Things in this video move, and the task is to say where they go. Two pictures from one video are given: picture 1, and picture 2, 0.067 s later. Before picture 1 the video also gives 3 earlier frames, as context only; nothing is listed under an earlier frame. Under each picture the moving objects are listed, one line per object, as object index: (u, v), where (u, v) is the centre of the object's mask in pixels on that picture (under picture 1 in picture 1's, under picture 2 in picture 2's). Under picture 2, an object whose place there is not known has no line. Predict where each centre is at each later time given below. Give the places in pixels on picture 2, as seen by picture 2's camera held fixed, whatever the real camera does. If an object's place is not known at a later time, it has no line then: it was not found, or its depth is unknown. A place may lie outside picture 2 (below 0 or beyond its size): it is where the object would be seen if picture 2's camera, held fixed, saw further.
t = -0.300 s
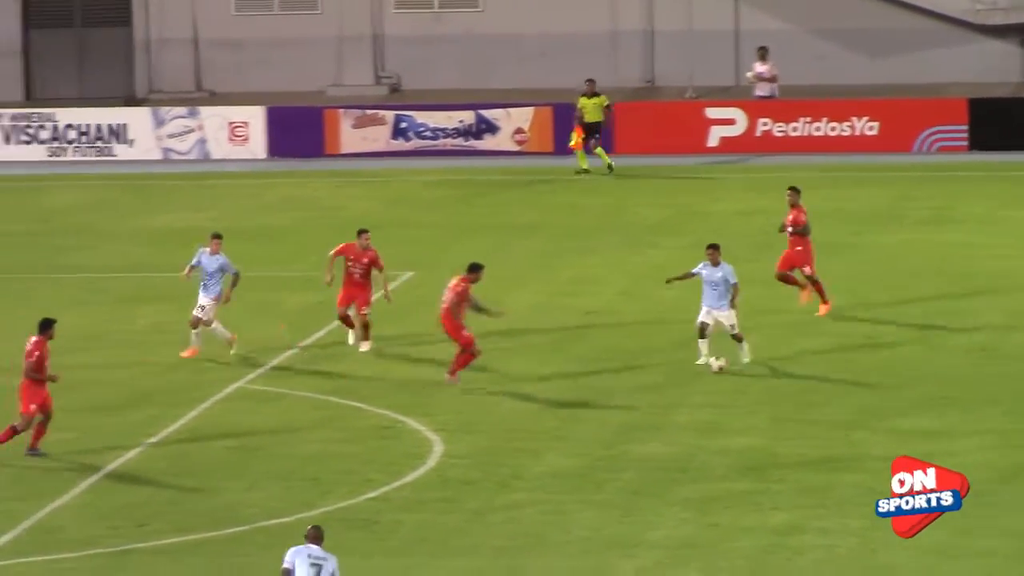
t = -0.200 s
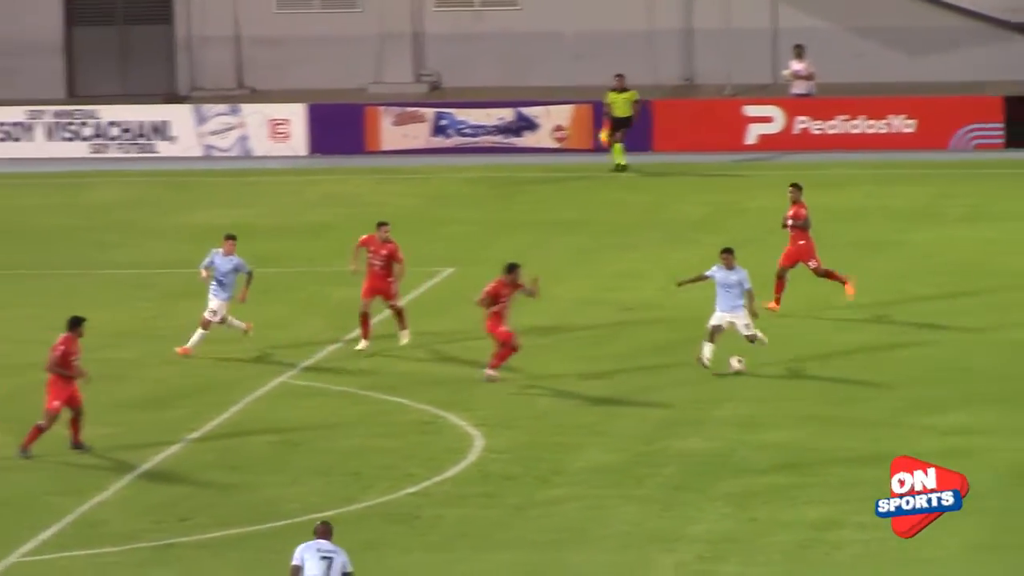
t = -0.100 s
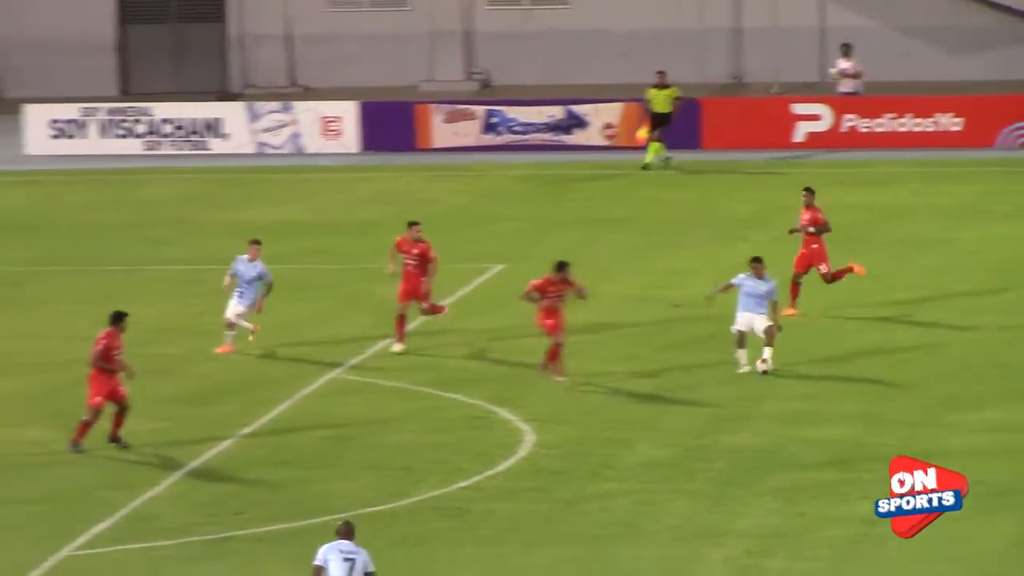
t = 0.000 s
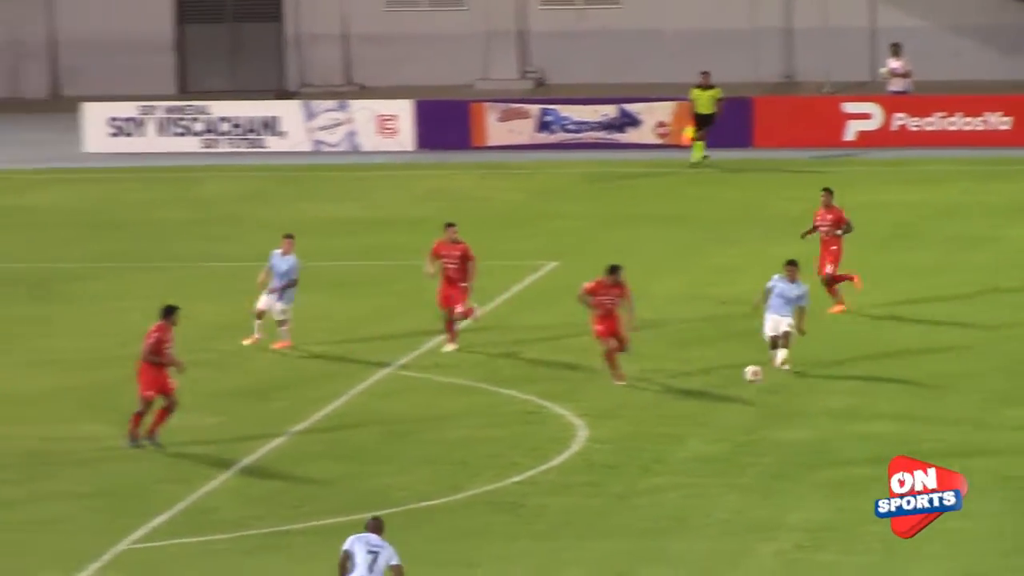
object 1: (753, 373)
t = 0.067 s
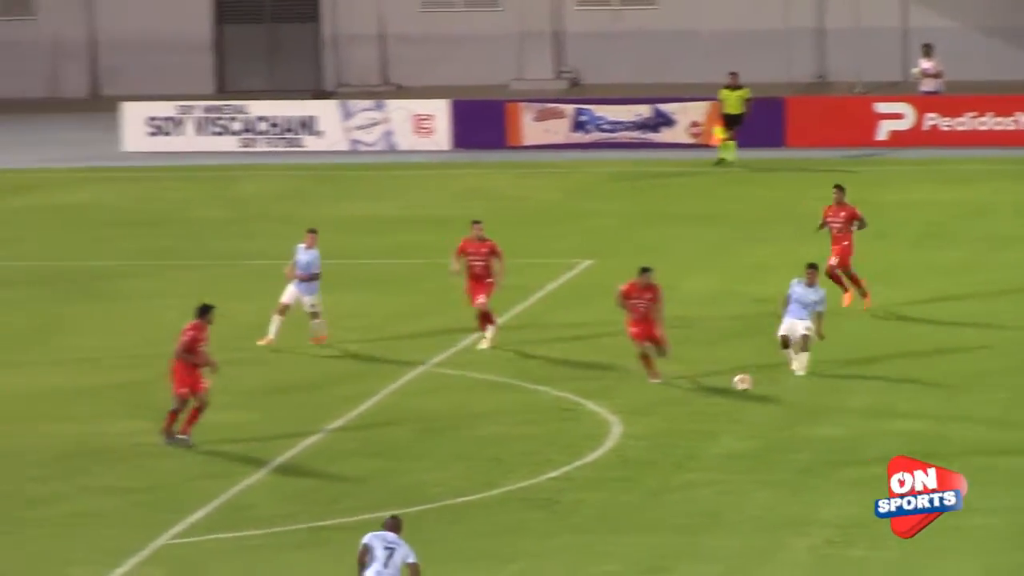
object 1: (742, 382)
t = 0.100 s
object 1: (720, 389)
